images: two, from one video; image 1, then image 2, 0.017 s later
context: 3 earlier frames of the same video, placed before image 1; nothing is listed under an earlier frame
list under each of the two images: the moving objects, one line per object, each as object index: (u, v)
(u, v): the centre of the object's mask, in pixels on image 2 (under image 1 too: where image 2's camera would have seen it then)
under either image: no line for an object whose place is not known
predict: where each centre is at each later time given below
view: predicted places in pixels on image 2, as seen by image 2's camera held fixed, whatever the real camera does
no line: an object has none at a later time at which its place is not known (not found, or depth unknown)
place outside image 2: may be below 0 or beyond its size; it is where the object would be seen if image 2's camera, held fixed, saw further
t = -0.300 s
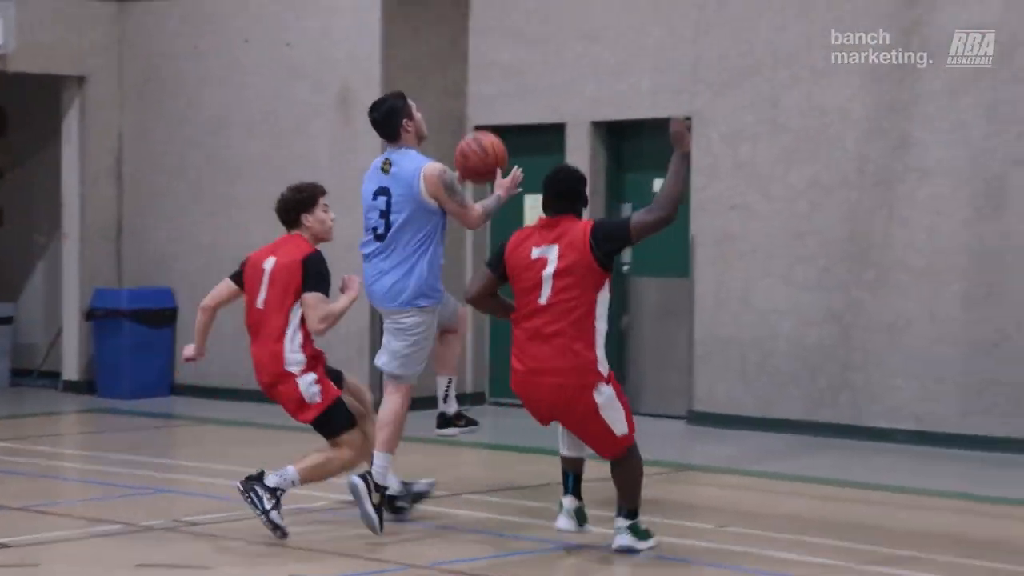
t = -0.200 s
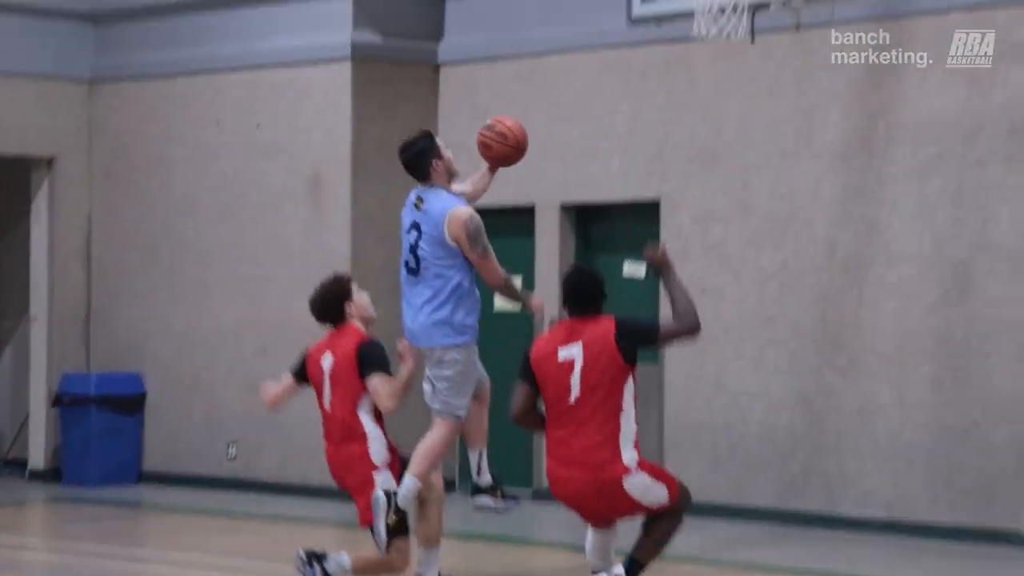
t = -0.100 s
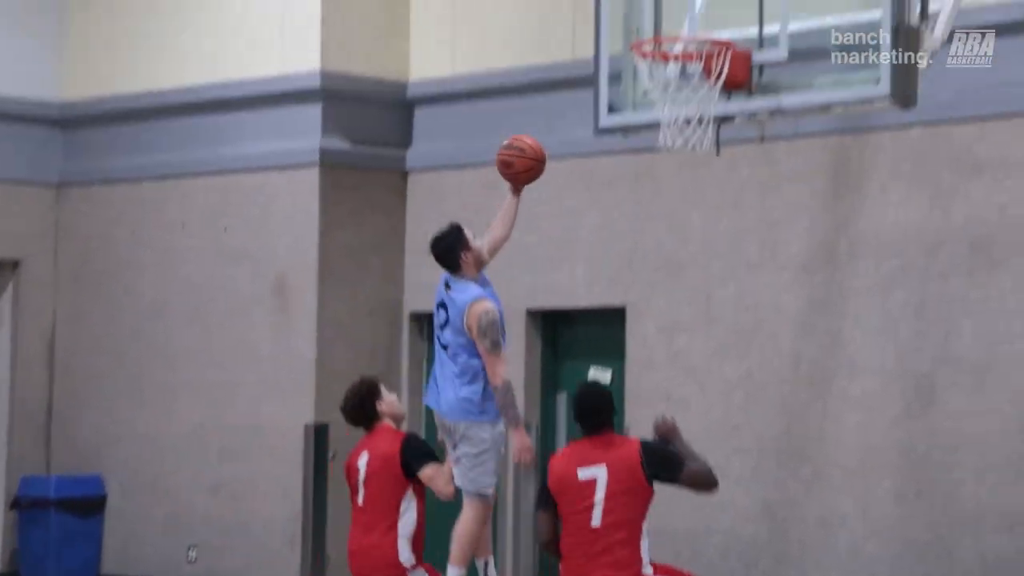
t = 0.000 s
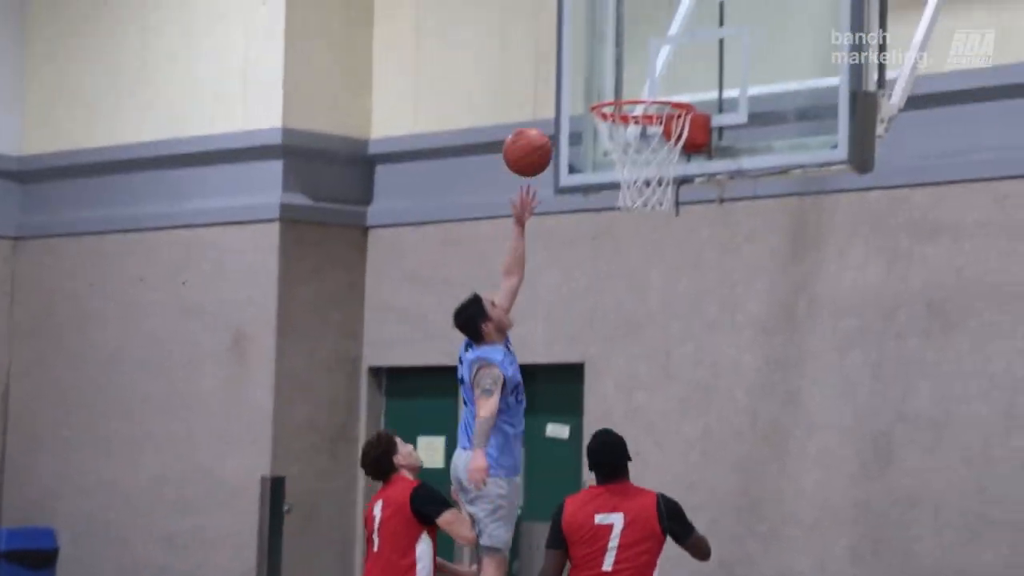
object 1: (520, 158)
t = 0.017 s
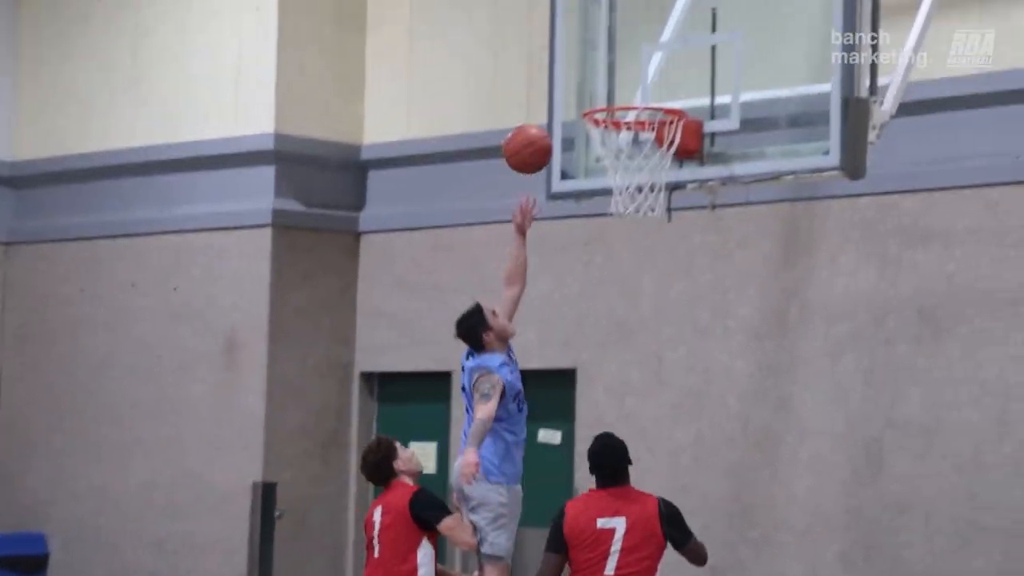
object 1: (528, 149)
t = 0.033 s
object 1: (535, 141)
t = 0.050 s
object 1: (543, 133)
